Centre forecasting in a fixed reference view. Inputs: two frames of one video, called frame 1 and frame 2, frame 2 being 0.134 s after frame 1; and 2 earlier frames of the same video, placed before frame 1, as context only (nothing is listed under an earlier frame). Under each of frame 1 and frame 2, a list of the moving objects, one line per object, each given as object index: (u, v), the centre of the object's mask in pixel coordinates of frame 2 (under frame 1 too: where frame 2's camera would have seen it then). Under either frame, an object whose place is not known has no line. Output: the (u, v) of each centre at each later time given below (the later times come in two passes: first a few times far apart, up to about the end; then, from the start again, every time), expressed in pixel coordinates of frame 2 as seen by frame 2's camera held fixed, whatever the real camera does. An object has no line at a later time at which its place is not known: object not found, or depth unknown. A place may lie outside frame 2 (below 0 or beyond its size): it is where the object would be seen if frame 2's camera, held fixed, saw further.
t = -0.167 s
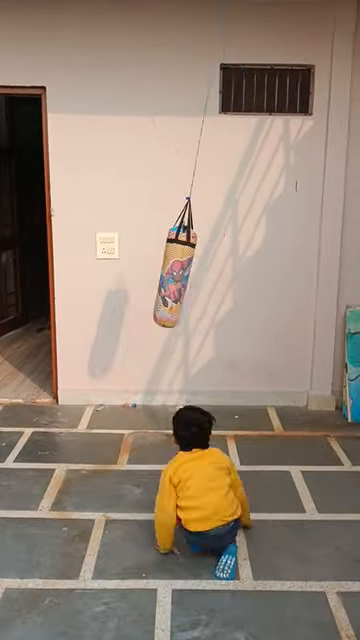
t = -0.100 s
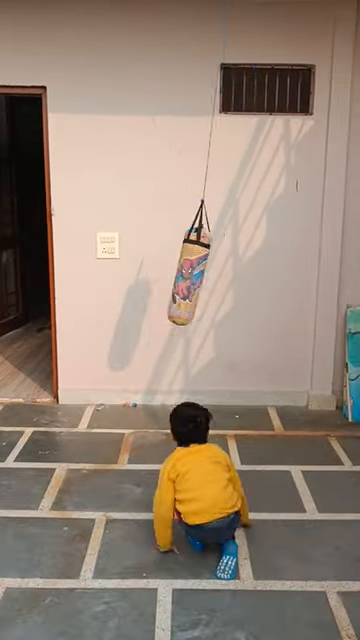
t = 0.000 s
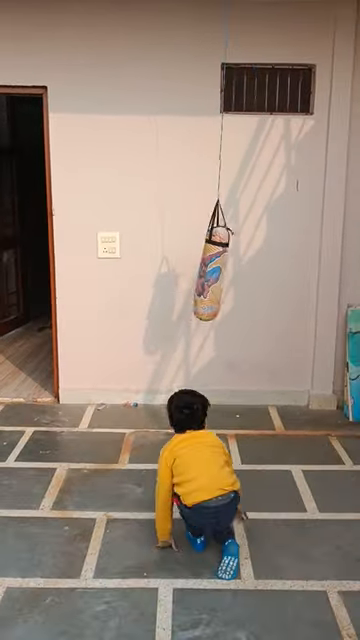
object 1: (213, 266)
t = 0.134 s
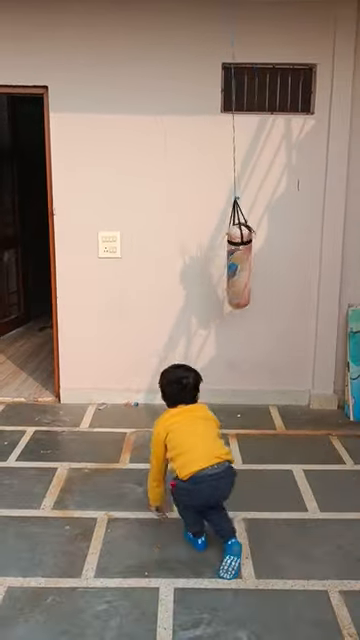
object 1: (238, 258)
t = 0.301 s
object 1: (266, 248)
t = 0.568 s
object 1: (290, 241)
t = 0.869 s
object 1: (290, 252)
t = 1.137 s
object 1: (255, 269)
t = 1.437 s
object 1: (188, 271)
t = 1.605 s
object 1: (155, 263)
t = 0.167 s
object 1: (244, 255)
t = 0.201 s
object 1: (250, 253)
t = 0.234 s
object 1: (256, 251)
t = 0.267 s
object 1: (262, 250)
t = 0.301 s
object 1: (266, 248)
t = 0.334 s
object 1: (270, 246)
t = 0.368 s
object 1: (274, 244)
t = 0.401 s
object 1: (278, 242)
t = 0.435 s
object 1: (281, 241)
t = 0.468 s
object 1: (283, 240)
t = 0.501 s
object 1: (286, 240)
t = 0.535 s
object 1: (288, 240)
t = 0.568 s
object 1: (290, 241)
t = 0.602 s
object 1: (292, 241)
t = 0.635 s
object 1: (294, 241)
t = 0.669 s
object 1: (294, 241)
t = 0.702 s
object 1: (295, 242)
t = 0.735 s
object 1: (295, 243)
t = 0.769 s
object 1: (295, 245)
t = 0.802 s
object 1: (294, 248)
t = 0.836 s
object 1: (292, 250)
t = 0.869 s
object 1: (290, 252)
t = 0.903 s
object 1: (288, 254)
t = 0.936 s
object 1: (285, 257)
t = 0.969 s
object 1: (281, 260)
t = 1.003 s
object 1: (277, 263)
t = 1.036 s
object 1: (272, 265)
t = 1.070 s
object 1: (267, 266)
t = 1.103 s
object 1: (261, 267)
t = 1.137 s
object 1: (255, 269)
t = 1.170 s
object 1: (249, 270)
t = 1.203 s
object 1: (242, 272)
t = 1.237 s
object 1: (235, 273)
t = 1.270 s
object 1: (228, 273)
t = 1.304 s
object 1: (220, 273)
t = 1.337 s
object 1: (212, 273)
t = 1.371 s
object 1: (204, 273)
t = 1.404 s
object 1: (196, 272)
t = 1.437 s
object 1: (188, 271)
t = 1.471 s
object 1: (181, 268)
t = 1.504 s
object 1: (174, 268)
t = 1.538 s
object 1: (167, 265)
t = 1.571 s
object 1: (161, 264)
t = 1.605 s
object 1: (155, 263)
